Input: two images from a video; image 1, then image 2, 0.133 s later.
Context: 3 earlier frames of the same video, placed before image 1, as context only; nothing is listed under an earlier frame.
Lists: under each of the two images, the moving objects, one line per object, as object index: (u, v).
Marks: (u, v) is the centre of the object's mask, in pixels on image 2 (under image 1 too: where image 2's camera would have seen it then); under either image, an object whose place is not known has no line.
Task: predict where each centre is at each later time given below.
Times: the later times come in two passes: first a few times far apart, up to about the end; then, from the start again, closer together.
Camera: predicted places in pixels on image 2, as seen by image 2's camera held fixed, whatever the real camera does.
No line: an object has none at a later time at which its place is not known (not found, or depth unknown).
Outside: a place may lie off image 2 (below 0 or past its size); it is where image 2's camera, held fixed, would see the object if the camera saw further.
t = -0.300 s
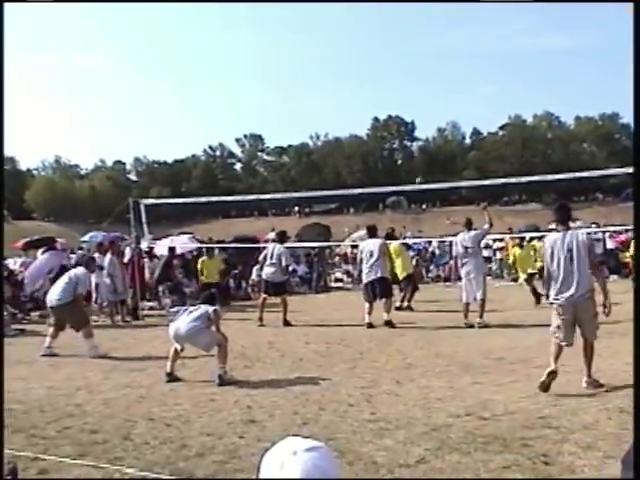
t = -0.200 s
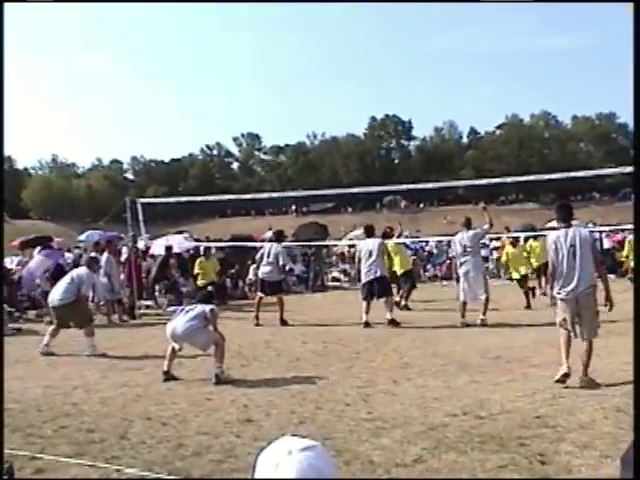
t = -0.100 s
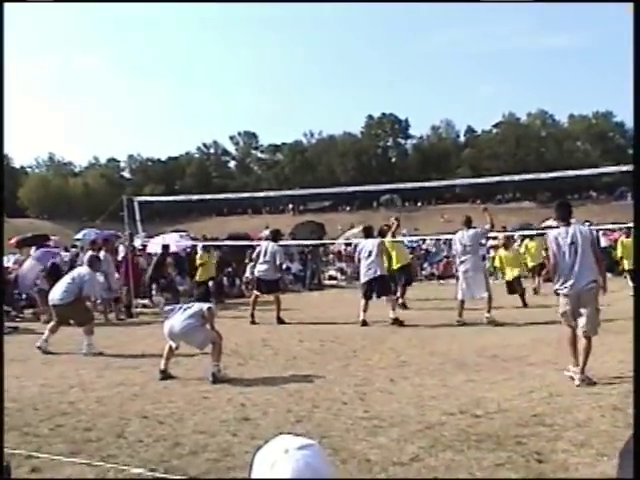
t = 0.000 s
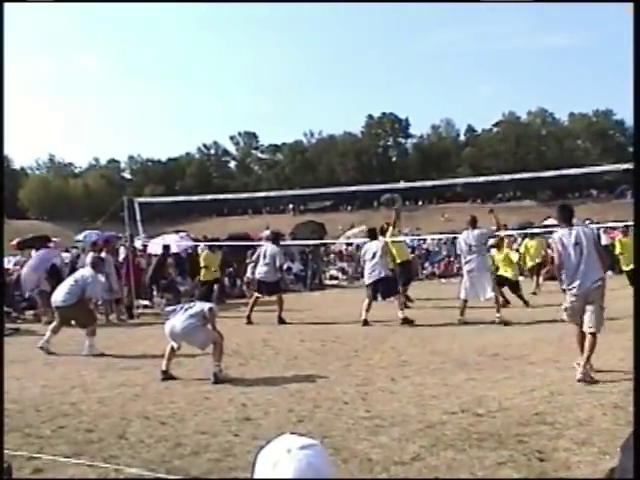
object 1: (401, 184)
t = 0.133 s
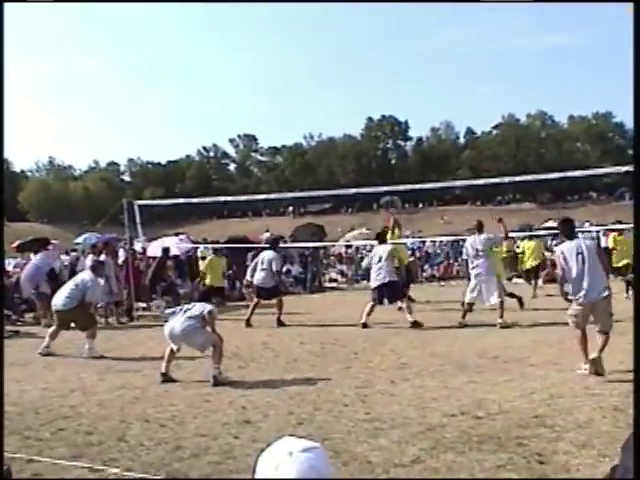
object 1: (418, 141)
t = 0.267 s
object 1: (432, 104)
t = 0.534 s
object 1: (459, 56)
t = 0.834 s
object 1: (490, 48)
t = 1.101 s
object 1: (517, 79)
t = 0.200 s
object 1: (425, 122)
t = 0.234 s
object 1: (428, 113)
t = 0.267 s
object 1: (432, 104)
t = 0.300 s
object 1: (435, 96)
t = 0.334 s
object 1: (439, 89)
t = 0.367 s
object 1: (442, 82)
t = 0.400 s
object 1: (446, 75)
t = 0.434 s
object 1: (449, 70)
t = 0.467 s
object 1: (452, 65)
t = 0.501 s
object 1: (456, 60)
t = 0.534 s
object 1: (459, 56)
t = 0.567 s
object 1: (463, 53)
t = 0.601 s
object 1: (466, 50)
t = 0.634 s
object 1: (470, 48)
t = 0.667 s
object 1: (473, 47)
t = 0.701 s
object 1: (477, 46)
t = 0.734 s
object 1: (480, 45)
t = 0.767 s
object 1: (484, 45)
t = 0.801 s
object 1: (487, 46)
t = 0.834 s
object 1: (490, 48)
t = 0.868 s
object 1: (494, 49)
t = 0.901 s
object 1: (498, 52)
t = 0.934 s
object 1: (501, 55)
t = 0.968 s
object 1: (504, 59)
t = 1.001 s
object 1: (507, 63)
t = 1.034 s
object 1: (510, 67)
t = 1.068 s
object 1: (514, 73)
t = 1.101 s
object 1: (517, 79)
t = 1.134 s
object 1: (520, 86)
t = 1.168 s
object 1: (523, 93)
